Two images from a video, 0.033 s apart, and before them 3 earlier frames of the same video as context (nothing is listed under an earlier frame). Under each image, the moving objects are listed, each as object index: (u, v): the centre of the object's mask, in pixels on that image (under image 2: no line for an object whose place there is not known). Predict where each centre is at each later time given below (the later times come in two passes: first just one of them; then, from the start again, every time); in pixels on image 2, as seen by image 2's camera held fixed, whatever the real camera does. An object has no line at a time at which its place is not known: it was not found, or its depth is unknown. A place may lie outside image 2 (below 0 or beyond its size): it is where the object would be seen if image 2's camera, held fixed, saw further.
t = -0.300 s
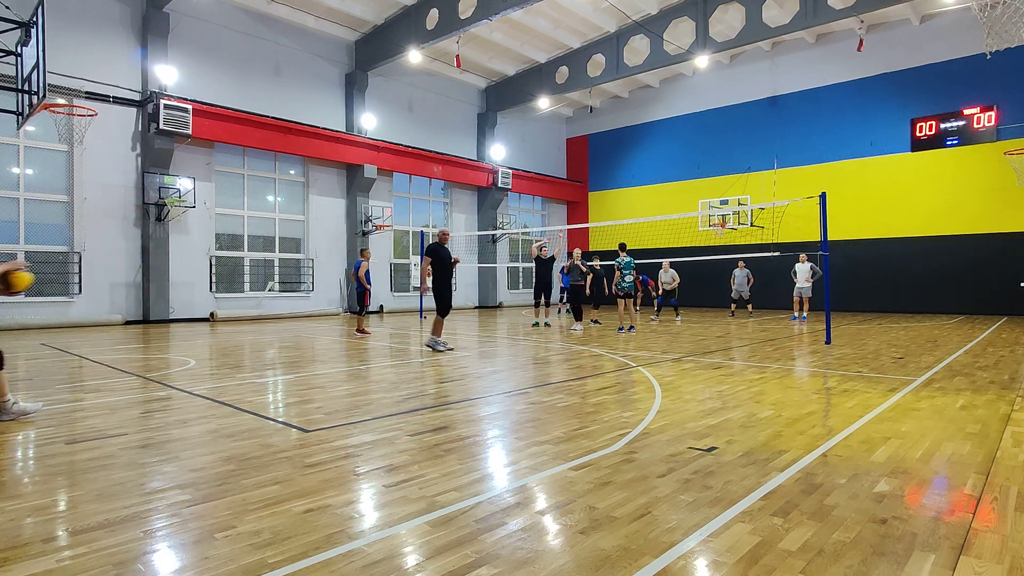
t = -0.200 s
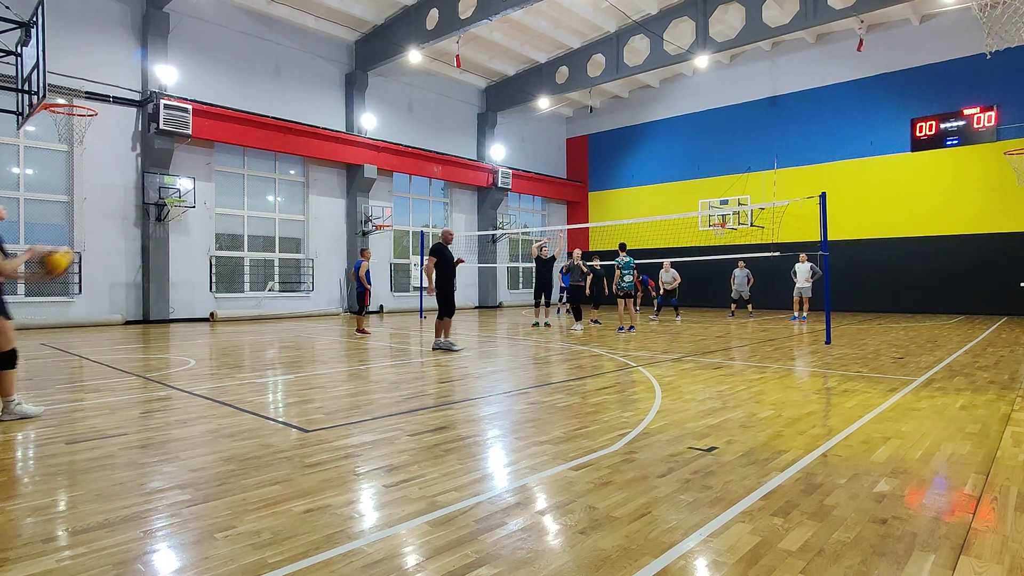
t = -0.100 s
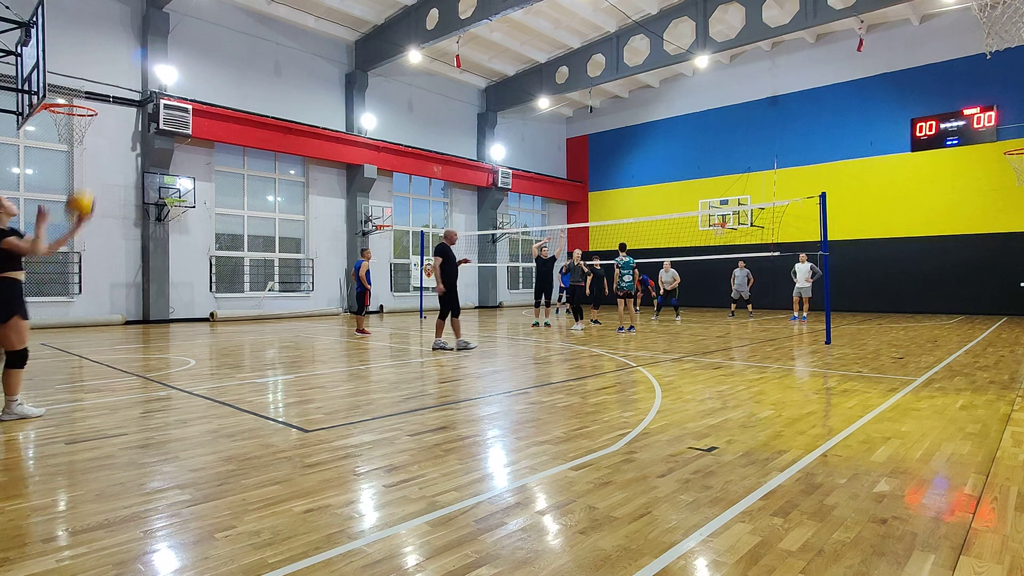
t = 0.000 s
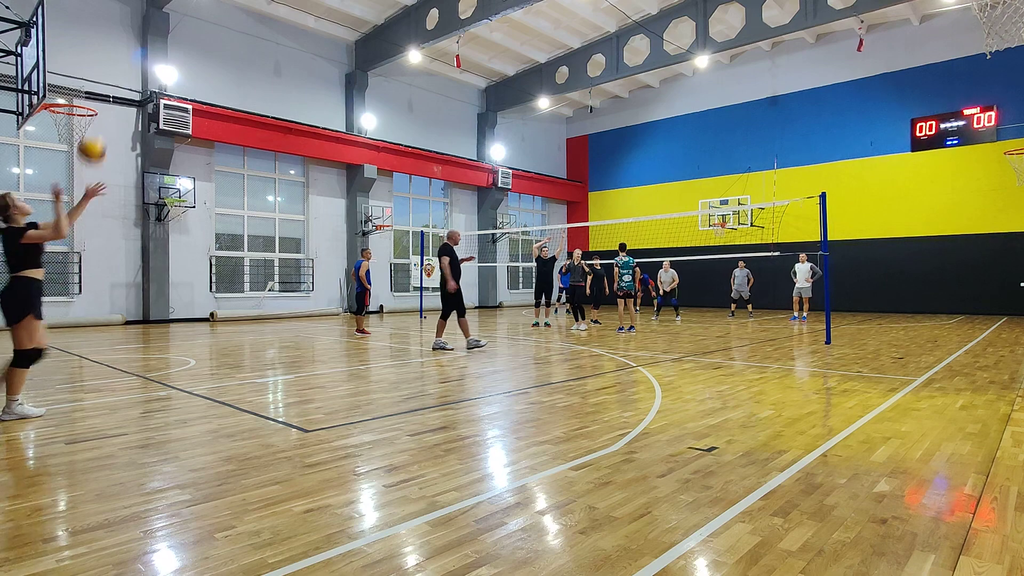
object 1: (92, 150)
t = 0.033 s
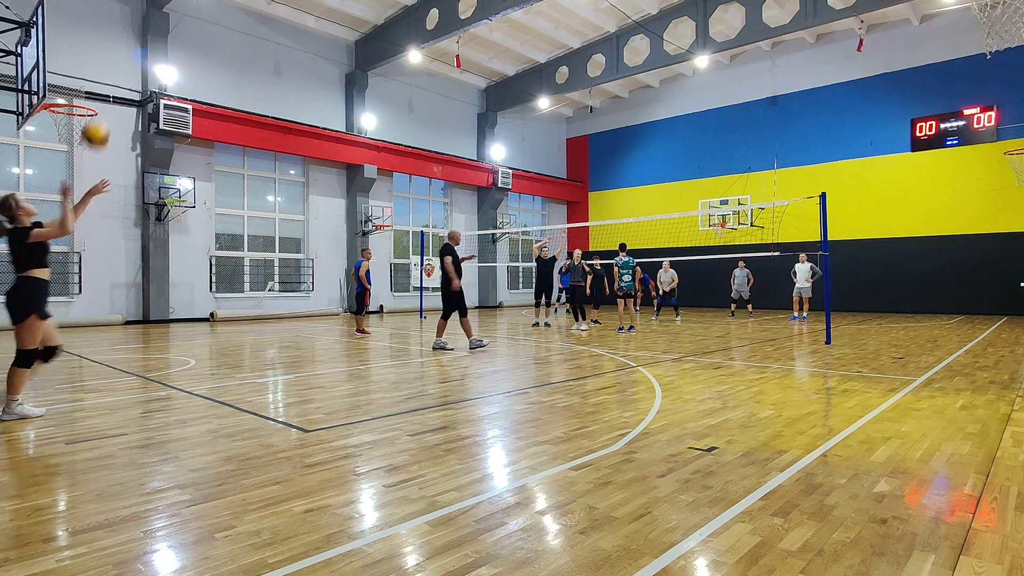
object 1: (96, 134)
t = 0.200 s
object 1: (113, 81)
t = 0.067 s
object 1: (99, 122)
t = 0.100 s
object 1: (104, 108)
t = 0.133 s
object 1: (107, 98)
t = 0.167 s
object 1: (110, 90)
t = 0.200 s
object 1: (113, 81)
